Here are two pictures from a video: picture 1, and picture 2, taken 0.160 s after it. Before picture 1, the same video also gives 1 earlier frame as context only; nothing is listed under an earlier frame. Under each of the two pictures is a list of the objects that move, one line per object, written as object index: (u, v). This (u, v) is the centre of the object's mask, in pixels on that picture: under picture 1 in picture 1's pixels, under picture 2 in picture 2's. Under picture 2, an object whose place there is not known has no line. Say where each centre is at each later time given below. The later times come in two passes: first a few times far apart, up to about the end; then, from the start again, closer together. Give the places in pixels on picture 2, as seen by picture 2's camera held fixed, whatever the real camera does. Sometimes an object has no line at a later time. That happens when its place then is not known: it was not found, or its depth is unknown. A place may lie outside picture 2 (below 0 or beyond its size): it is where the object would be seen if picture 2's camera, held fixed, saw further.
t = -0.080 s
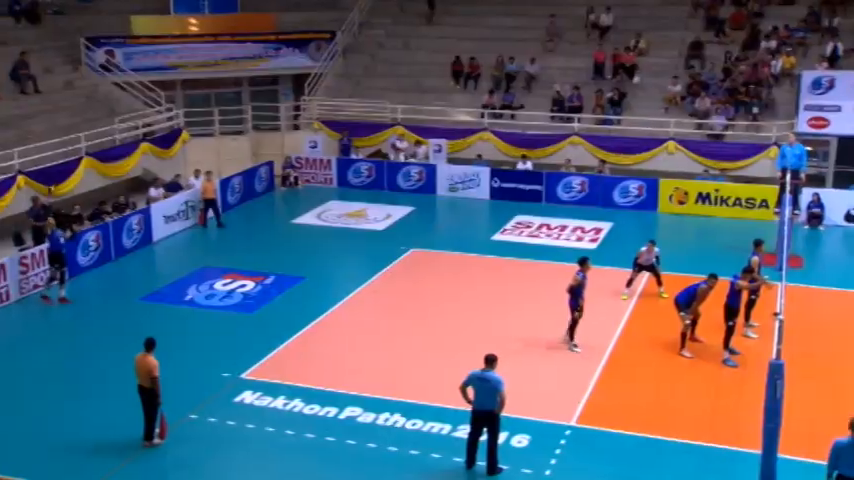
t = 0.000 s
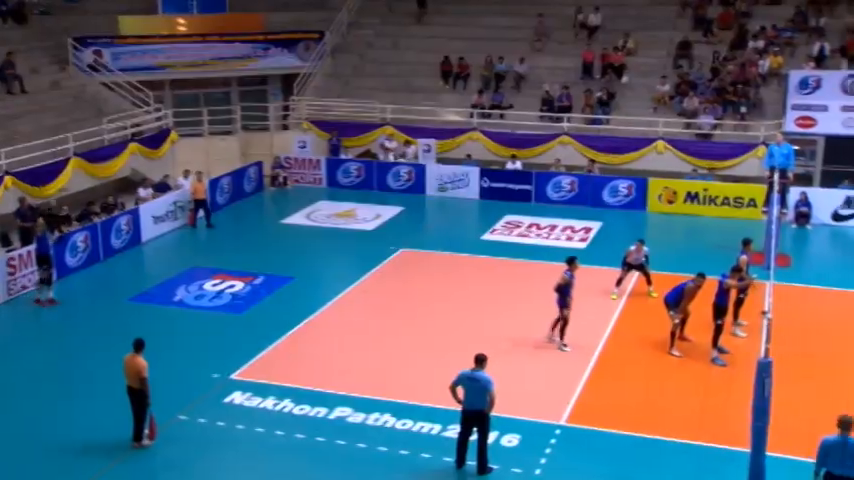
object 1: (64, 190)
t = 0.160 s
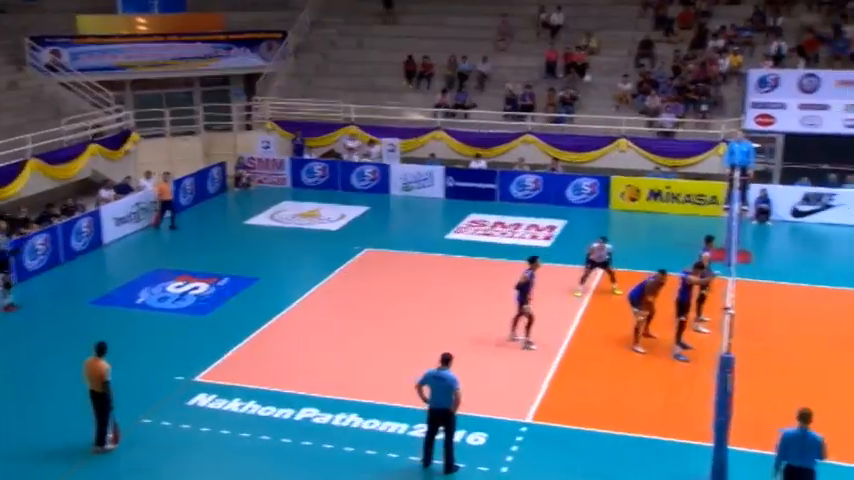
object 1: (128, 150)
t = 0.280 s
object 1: (207, 124)
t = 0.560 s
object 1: (387, 97)
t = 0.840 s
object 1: (563, 108)
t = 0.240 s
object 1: (181, 131)
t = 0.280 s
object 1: (207, 124)
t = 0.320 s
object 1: (232, 116)
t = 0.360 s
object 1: (258, 111)
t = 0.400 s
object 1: (284, 106)
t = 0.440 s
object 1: (309, 102)
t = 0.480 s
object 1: (335, 100)
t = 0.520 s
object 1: (362, 98)
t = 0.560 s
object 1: (387, 97)
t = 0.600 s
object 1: (412, 96)
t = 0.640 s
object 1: (438, 97)
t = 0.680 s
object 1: (464, 98)
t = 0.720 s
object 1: (488, 99)
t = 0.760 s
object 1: (514, 101)
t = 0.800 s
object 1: (538, 104)
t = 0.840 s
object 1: (563, 108)
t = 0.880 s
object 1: (587, 113)
